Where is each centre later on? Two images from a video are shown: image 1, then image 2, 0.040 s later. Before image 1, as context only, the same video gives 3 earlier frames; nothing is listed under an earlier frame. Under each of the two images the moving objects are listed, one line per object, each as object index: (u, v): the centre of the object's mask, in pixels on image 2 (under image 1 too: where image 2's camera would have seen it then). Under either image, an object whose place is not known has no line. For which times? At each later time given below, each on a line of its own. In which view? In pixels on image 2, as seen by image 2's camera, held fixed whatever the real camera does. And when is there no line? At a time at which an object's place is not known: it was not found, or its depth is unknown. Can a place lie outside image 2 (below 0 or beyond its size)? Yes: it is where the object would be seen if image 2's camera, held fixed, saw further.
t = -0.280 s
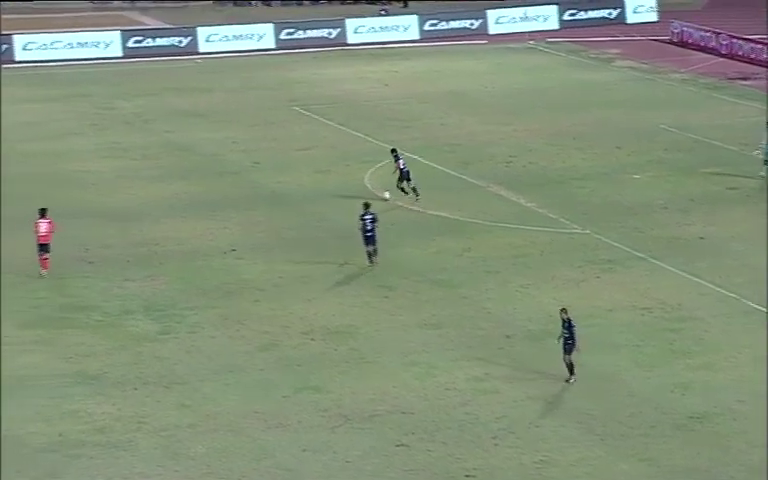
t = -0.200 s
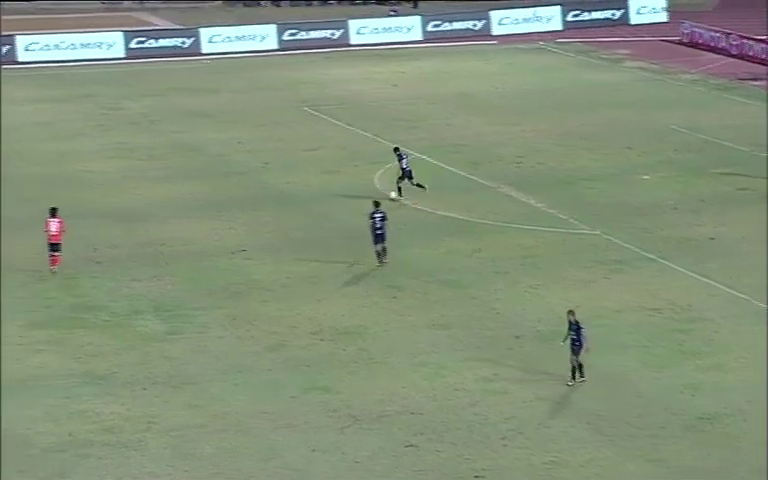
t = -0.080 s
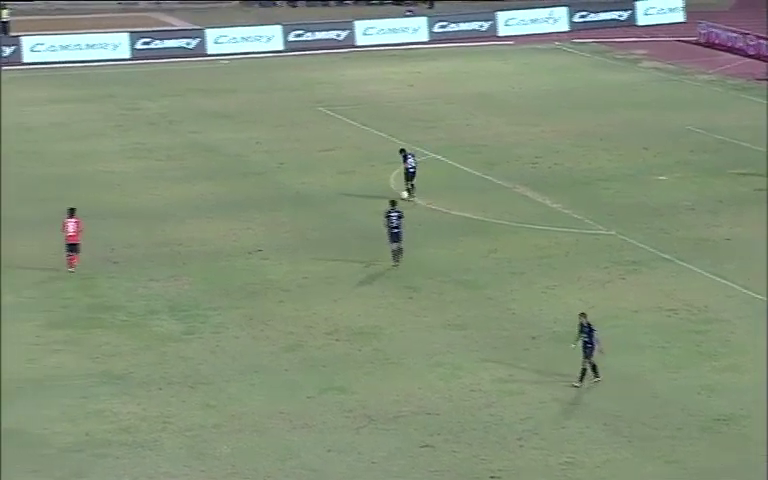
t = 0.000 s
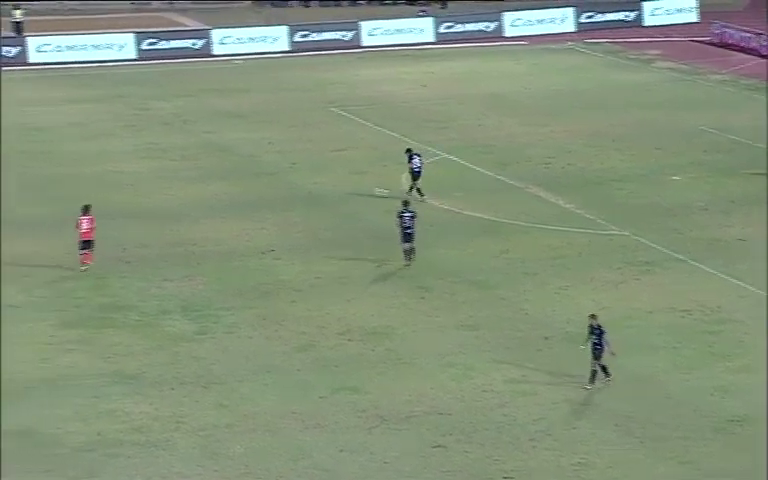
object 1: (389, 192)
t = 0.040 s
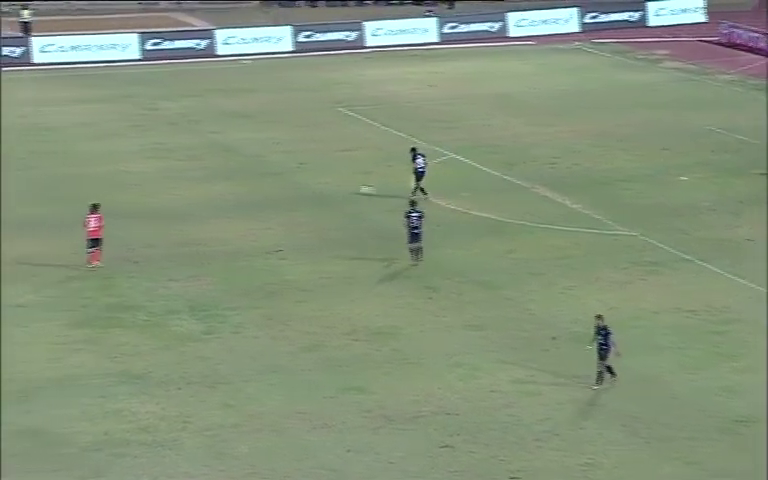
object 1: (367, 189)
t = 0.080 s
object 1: (348, 188)
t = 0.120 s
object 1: (329, 187)
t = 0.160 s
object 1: (310, 186)
